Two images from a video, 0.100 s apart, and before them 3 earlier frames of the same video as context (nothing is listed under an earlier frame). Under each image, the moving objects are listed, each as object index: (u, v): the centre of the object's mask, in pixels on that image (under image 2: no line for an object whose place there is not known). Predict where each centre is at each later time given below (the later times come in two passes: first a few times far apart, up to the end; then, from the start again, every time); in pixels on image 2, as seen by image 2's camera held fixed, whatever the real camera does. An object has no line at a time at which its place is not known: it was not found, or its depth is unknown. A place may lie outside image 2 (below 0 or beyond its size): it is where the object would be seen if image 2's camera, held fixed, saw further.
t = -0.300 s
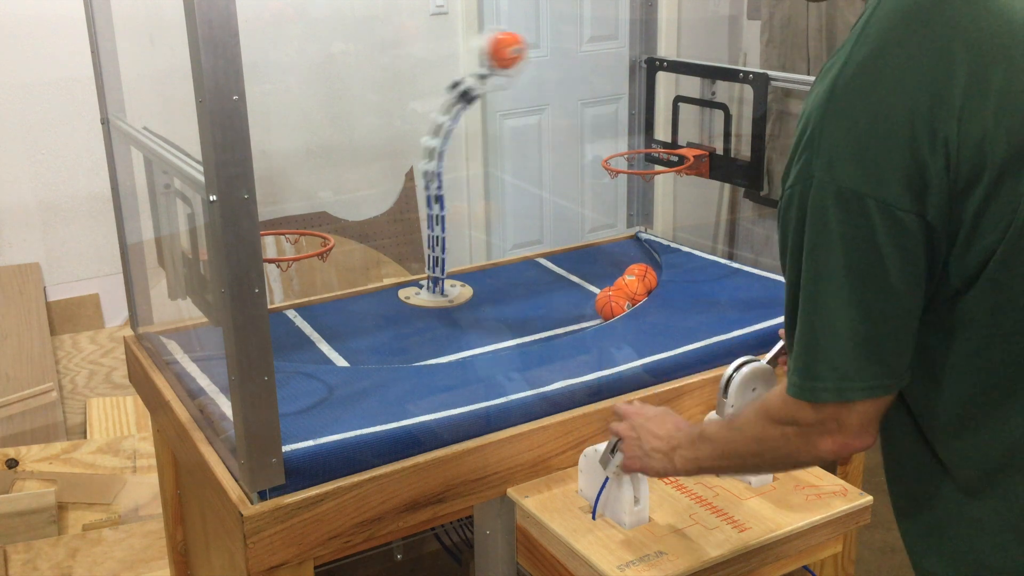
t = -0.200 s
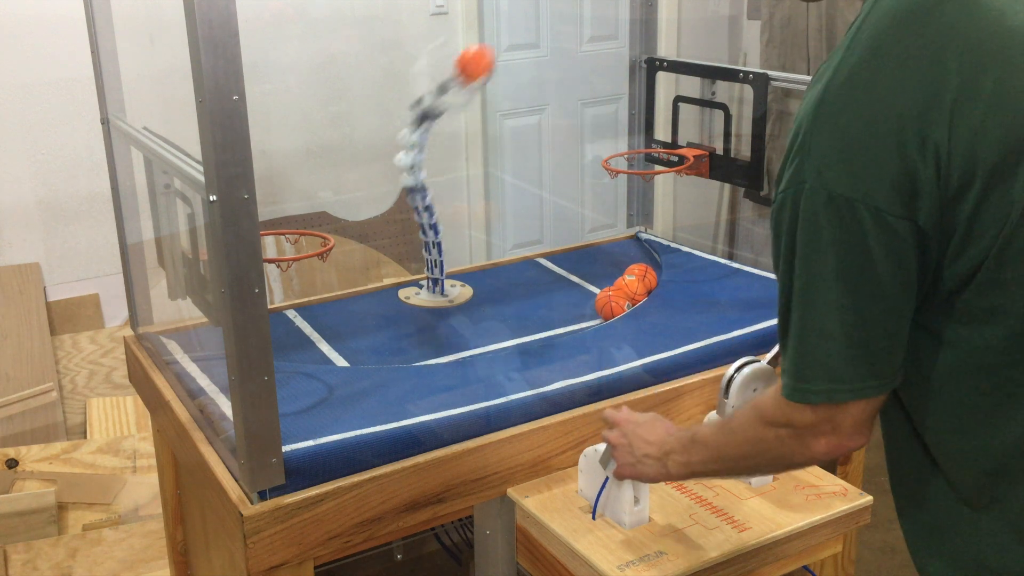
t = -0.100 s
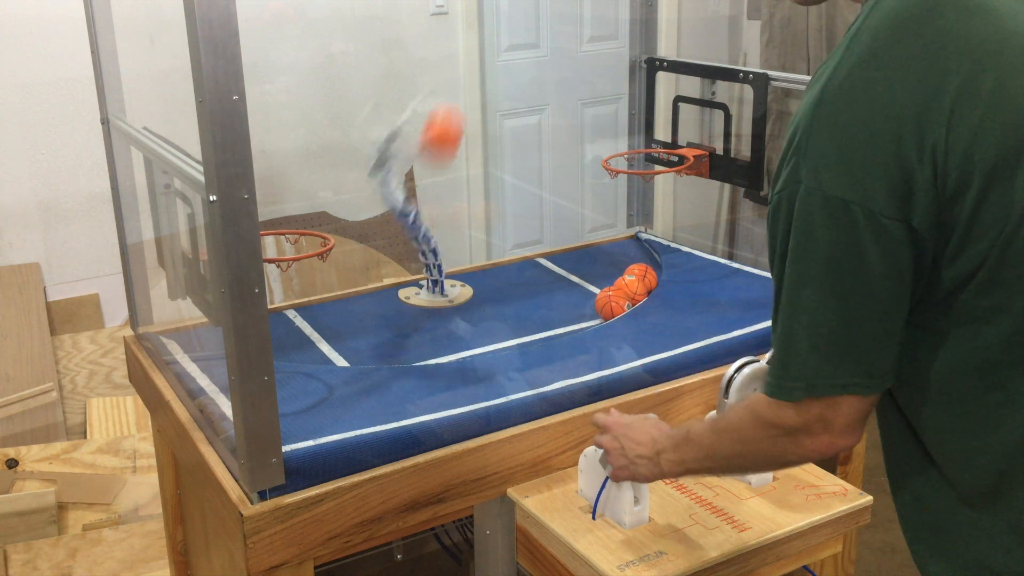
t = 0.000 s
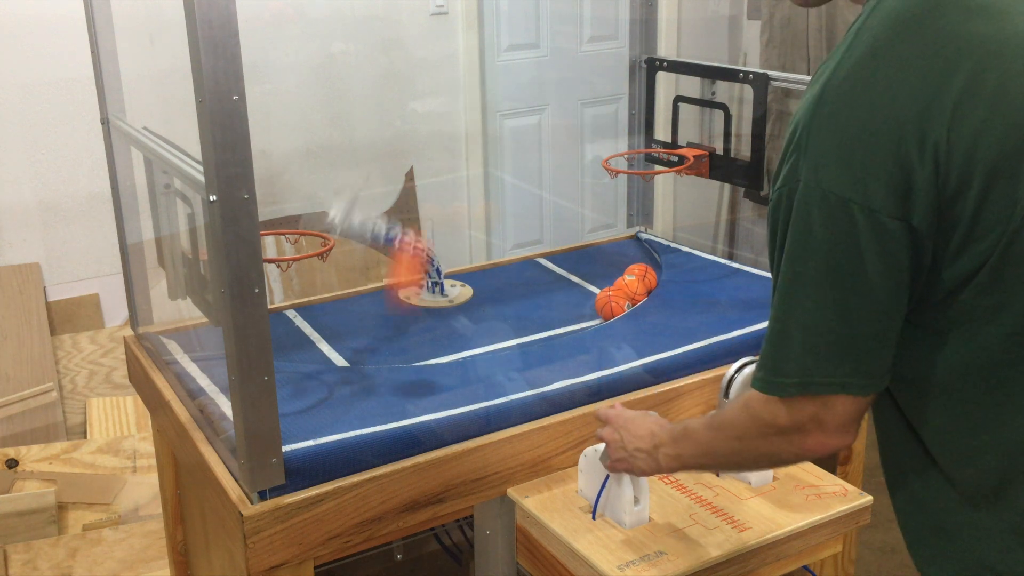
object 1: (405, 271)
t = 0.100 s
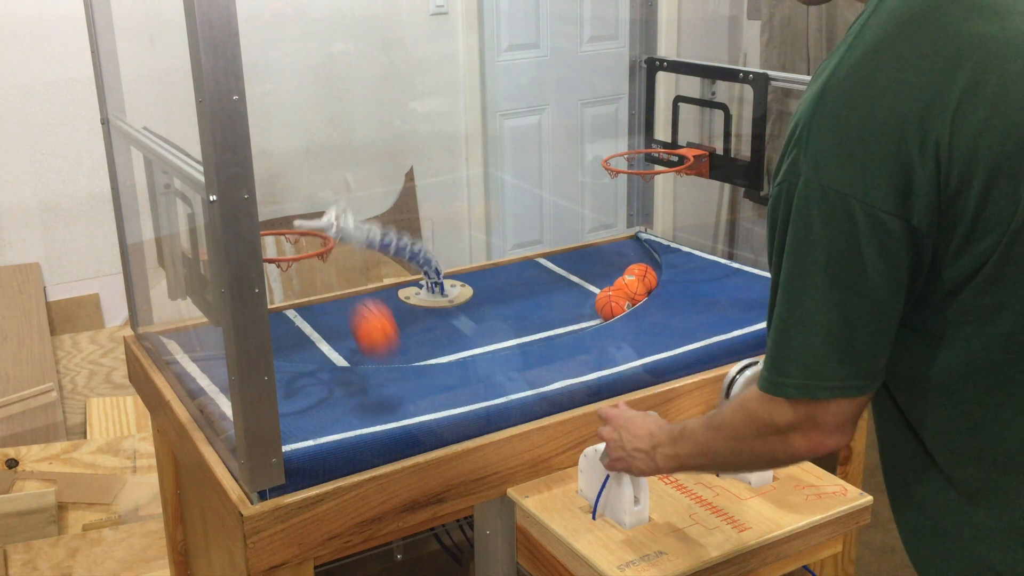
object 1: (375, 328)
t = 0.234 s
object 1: (332, 268)
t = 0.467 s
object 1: (281, 385)
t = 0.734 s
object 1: (319, 379)
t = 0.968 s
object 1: (369, 343)
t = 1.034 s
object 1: (383, 347)
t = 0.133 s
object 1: (364, 306)
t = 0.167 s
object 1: (353, 286)
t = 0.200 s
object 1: (342, 274)
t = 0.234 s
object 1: (332, 268)
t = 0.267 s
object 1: (321, 267)
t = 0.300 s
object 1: (311, 272)
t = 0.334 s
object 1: (301, 285)
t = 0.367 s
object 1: (291, 308)
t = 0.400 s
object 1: (287, 335)
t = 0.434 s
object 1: (284, 357)
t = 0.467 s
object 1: (281, 385)
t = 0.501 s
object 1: (284, 402)
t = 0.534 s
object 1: (288, 409)
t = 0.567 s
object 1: (290, 391)
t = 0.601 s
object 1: (293, 380)
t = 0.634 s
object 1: (297, 376)
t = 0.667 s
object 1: (303, 376)
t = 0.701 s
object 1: (312, 383)
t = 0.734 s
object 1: (319, 379)
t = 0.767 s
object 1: (327, 369)
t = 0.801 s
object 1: (335, 365)
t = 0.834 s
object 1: (343, 364)
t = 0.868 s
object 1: (350, 356)
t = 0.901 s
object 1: (357, 353)
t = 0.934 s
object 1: (363, 347)
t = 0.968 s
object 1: (369, 343)
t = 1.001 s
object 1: (376, 344)
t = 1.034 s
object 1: (383, 347)
